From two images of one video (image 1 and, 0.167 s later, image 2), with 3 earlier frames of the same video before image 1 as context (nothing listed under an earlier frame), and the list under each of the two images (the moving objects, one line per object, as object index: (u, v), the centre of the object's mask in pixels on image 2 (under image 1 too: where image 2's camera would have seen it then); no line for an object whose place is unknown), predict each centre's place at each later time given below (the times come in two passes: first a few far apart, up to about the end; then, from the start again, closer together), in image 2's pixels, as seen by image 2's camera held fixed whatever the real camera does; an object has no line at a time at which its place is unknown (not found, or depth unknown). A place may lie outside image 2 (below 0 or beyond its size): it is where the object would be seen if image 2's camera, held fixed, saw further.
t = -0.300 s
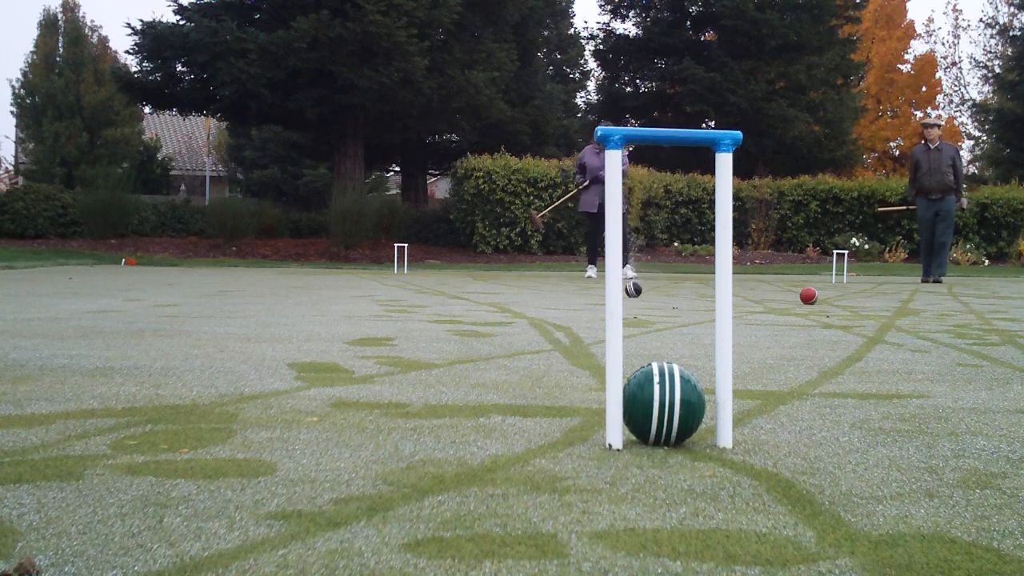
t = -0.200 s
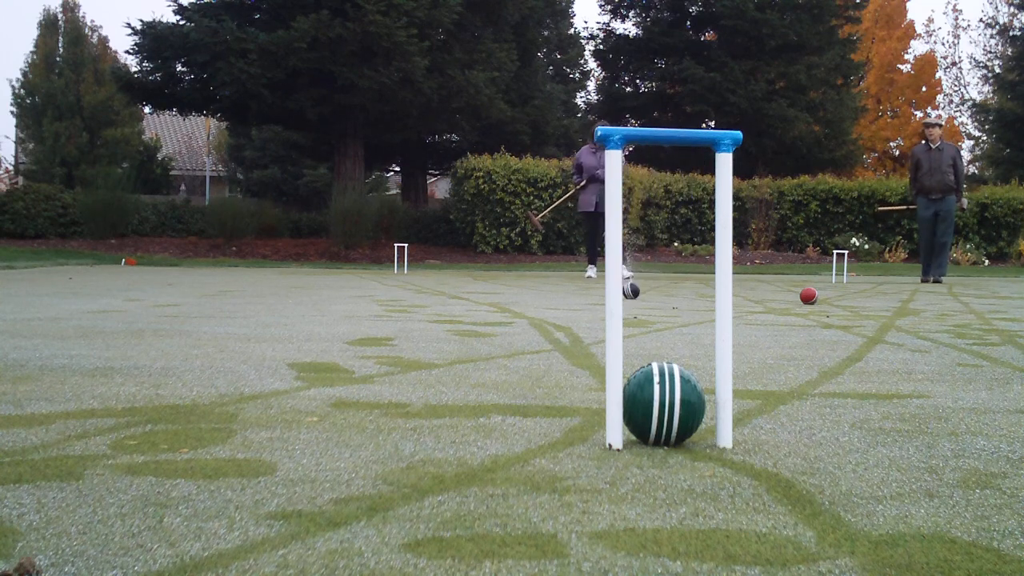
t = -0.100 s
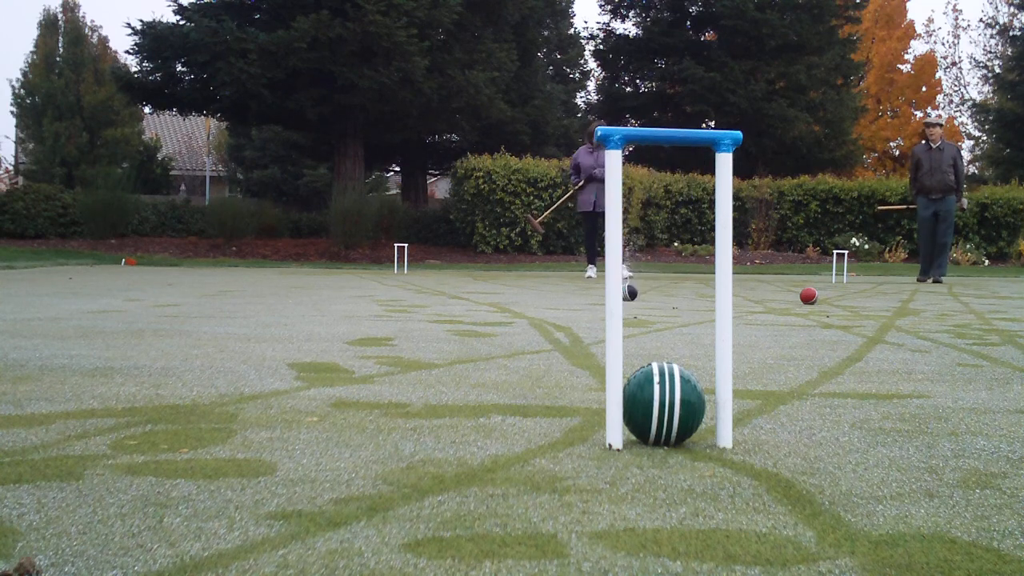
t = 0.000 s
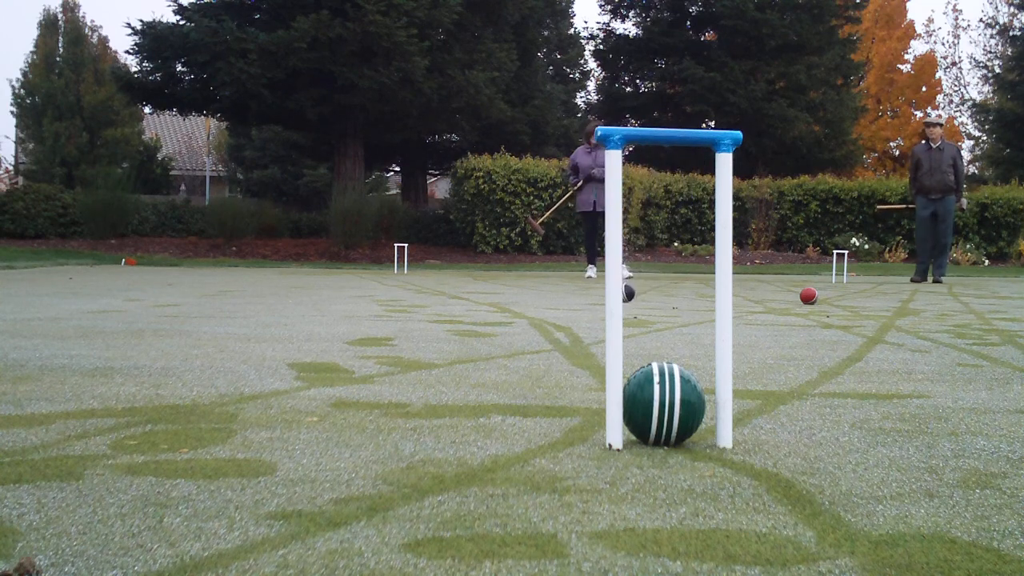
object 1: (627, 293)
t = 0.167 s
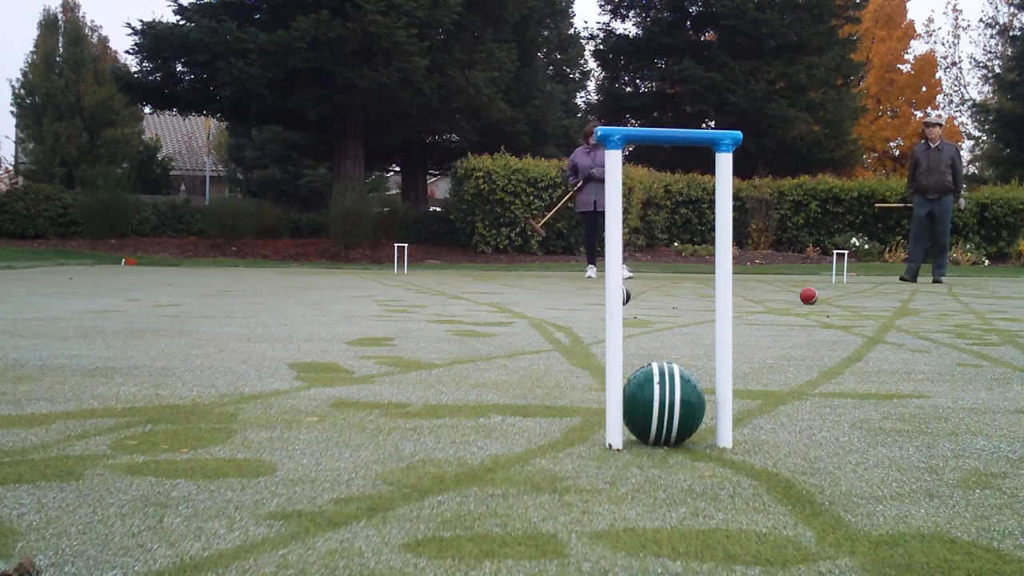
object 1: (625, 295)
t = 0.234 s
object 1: (625, 297)
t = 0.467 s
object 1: (602, 300)
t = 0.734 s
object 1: (597, 305)
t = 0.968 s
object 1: (591, 309)
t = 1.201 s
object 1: (582, 314)
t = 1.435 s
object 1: (575, 321)
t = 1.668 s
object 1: (568, 328)
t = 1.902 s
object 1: (561, 335)
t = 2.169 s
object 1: (554, 342)
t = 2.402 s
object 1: (548, 353)
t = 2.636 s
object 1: (545, 362)
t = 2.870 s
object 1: (542, 372)
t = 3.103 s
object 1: (544, 385)
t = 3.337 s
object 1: (554, 398)
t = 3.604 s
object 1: (568, 414)
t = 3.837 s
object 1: (580, 429)
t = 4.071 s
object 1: (592, 444)
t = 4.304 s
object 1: (598, 455)
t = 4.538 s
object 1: (599, 462)
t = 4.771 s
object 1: (599, 465)
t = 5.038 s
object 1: (599, 465)
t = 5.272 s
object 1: (599, 465)
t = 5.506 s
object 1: (599, 465)
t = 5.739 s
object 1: (599, 465)
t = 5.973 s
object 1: (599, 465)
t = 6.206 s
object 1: (599, 465)
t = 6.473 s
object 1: (599, 465)
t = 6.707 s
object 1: (599, 465)
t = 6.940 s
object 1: (599, 465)
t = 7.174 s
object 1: (599, 465)
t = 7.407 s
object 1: (599, 465)
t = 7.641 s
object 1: (599, 465)
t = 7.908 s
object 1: (599, 465)
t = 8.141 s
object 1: (599, 465)
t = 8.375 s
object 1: (599, 465)
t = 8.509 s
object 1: (599, 465)
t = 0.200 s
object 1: (625, 296)
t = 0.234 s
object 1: (625, 297)
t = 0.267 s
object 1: (625, 298)
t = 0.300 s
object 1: (625, 298)
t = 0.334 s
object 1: (624, 298)
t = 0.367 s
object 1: (623, 299)
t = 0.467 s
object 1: (602, 300)
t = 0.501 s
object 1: (602, 301)
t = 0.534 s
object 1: (601, 302)
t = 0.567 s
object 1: (600, 302)
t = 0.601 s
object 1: (600, 303)
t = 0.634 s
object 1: (599, 303)
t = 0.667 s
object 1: (598, 304)
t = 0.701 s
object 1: (598, 304)
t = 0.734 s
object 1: (597, 305)
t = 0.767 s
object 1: (596, 305)
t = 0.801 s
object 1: (596, 306)
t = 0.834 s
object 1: (595, 306)
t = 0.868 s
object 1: (594, 306)
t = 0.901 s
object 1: (593, 307)
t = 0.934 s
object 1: (592, 308)
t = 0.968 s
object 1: (591, 309)
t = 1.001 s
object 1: (589, 309)
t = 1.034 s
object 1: (588, 310)
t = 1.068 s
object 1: (586, 311)
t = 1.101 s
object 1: (585, 312)
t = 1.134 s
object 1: (584, 312)
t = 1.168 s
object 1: (583, 313)
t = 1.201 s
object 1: (582, 314)
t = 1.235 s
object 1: (581, 315)
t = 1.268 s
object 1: (580, 315)
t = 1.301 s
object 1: (579, 317)
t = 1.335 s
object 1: (578, 317)
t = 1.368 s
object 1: (577, 319)
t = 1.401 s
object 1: (576, 320)
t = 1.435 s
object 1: (575, 321)
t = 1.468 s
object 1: (574, 322)
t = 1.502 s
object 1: (573, 323)
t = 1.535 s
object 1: (572, 325)
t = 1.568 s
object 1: (571, 325)
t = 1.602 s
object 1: (570, 327)
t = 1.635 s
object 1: (569, 327)
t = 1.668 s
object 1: (568, 328)
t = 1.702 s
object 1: (567, 329)
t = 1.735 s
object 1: (567, 330)
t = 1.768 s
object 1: (566, 331)
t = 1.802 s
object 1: (564, 332)
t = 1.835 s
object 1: (563, 333)
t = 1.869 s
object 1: (562, 334)
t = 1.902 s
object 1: (561, 335)
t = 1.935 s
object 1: (560, 336)
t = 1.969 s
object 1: (560, 337)
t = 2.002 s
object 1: (558, 338)
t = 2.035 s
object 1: (558, 339)
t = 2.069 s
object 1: (557, 339)
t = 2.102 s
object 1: (556, 341)
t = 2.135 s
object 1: (555, 342)
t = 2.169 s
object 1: (554, 342)
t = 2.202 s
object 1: (554, 345)
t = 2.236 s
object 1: (553, 346)
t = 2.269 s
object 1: (552, 347)
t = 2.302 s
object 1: (551, 349)
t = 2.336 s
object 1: (550, 350)
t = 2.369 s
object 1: (549, 351)
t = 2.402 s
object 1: (548, 353)
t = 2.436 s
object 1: (548, 354)
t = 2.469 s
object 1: (547, 355)
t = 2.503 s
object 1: (547, 356)
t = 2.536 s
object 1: (546, 358)
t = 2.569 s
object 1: (546, 359)
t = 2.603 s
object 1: (545, 360)
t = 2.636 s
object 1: (545, 362)
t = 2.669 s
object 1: (544, 363)
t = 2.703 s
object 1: (544, 365)
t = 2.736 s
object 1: (543, 366)
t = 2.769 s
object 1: (543, 367)
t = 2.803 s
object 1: (543, 369)
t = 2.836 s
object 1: (542, 371)
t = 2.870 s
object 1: (542, 372)
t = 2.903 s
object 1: (542, 374)
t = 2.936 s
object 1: (542, 376)
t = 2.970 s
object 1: (542, 378)
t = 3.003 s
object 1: (543, 380)
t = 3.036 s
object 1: (543, 381)
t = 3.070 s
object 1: (544, 383)
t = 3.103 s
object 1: (544, 385)
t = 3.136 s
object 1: (545, 387)
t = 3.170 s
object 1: (546, 389)
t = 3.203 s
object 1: (547, 391)
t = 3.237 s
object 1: (549, 393)
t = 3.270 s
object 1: (550, 394)
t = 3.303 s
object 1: (552, 396)
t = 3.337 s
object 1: (554, 398)
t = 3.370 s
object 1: (556, 400)
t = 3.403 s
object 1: (558, 401)
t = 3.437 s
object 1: (560, 403)
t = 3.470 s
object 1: (562, 406)
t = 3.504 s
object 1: (564, 407)
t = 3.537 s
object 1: (565, 410)
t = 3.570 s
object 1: (567, 412)
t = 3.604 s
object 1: (568, 414)
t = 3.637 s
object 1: (570, 416)
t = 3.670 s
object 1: (572, 418)
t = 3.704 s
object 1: (573, 420)
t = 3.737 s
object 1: (575, 423)
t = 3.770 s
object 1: (576, 425)
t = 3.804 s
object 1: (578, 427)
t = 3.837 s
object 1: (580, 429)
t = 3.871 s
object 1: (582, 431)
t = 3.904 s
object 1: (583, 433)
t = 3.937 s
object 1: (585, 435)
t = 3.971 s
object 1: (587, 437)
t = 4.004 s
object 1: (588, 439)
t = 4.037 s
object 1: (590, 442)
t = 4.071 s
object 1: (592, 444)
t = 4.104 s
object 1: (593, 446)
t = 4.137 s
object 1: (595, 448)
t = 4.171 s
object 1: (596, 449)
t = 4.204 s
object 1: (597, 451)
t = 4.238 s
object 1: (598, 452)
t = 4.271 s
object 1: (598, 454)
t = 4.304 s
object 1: (598, 455)
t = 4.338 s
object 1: (598, 456)
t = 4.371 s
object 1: (598, 457)
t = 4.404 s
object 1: (598, 458)
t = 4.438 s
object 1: (598, 459)
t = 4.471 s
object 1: (598, 461)
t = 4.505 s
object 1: (599, 461)
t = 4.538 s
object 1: (599, 462)
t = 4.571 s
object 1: (599, 463)
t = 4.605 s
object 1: (599, 463)
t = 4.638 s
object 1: (599, 464)
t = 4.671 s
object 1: (599, 464)
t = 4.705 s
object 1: (599, 465)
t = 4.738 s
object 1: (599, 465)
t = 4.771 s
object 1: (599, 465)
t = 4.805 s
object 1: (599, 465)
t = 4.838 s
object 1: (599, 465)
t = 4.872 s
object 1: (599, 465)
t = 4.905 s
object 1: (599, 465)
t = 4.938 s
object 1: (599, 465)
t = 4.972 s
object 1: (599, 465)
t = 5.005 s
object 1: (599, 465)
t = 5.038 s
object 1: (599, 465)
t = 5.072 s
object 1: (599, 465)
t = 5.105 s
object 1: (599, 465)
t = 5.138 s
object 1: (599, 465)
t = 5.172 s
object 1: (599, 465)
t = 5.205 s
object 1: (599, 465)
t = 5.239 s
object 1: (599, 465)
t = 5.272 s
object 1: (599, 465)
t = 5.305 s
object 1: (599, 465)
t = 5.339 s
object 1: (599, 465)
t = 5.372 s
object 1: (599, 465)
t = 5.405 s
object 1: (599, 465)
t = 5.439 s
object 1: (599, 465)
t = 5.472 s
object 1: (599, 465)
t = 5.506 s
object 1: (599, 465)
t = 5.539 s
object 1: (599, 465)
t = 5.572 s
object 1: (599, 465)
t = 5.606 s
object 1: (599, 465)
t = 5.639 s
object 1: (599, 465)
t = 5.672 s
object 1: (599, 465)
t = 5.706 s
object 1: (599, 465)
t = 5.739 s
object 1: (599, 465)
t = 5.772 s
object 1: (599, 465)
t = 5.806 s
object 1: (599, 465)
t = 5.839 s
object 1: (599, 465)
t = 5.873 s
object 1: (599, 465)
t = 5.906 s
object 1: (599, 465)
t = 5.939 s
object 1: (599, 465)
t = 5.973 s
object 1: (599, 465)
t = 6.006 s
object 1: (599, 465)
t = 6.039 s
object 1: (599, 465)
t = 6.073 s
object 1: (599, 465)
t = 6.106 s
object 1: (599, 465)
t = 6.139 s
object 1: (599, 465)
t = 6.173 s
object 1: (599, 465)
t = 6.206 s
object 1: (599, 465)
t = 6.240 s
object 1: (599, 465)
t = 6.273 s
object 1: (599, 465)
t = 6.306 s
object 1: (599, 465)
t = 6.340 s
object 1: (599, 465)
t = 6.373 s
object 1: (599, 465)
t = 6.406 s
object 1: (599, 465)
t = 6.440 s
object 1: (599, 465)
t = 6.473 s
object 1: (599, 465)
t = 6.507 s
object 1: (599, 465)
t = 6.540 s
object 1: (599, 465)
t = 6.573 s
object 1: (599, 465)
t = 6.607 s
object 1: (599, 465)
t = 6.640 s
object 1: (599, 465)
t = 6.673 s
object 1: (599, 465)
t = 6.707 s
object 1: (599, 465)
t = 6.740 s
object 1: (599, 465)
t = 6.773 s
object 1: (599, 465)
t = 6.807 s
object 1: (599, 465)
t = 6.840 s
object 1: (599, 465)
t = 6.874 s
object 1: (599, 465)
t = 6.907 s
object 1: (599, 465)
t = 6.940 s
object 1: (599, 465)
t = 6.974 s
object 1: (599, 465)
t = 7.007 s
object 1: (599, 465)
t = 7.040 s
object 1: (599, 465)
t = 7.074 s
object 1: (599, 465)
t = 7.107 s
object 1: (599, 465)
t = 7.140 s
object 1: (599, 465)
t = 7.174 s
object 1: (599, 465)
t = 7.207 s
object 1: (599, 465)
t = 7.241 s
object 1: (599, 465)
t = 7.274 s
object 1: (599, 465)
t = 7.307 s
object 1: (599, 465)
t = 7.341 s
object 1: (599, 465)
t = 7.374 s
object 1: (599, 465)
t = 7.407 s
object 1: (599, 465)
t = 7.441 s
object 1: (599, 465)
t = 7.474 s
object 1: (599, 465)
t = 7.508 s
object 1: (599, 465)
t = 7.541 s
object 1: (599, 465)
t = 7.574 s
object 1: (599, 465)
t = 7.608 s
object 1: (599, 465)
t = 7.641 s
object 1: (599, 465)
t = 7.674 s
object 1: (599, 465)
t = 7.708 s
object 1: (599, 465)
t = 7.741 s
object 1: (599, 465)
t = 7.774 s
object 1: (599, 465)
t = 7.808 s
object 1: (599, 465)
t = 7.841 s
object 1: (599, 465)
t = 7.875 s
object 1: (599, 465)
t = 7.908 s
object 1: (599, 465)
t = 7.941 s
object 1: (599, 465)
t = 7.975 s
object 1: (599, 465)
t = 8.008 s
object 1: (599, 465)
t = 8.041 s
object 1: (599, 465)
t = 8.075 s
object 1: (599, 465)
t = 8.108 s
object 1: (599, 465)
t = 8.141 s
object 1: (599, 465)
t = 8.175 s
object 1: (599, 465)
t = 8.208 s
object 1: (599, 465)
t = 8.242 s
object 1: (599, 465)
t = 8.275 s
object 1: (599, 465)
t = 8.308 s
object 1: (599, 465)
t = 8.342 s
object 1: (599, 465)
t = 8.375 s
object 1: (599, 465)
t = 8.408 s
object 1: (599, 465)
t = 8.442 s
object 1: (599, 465)
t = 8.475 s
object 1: (599, 465)
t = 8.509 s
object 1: (599, 465)
